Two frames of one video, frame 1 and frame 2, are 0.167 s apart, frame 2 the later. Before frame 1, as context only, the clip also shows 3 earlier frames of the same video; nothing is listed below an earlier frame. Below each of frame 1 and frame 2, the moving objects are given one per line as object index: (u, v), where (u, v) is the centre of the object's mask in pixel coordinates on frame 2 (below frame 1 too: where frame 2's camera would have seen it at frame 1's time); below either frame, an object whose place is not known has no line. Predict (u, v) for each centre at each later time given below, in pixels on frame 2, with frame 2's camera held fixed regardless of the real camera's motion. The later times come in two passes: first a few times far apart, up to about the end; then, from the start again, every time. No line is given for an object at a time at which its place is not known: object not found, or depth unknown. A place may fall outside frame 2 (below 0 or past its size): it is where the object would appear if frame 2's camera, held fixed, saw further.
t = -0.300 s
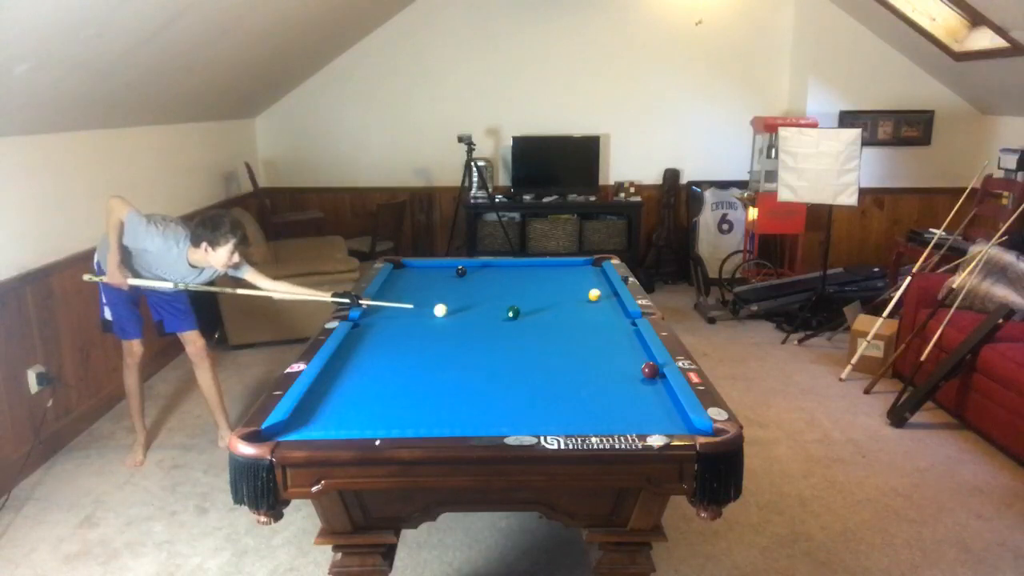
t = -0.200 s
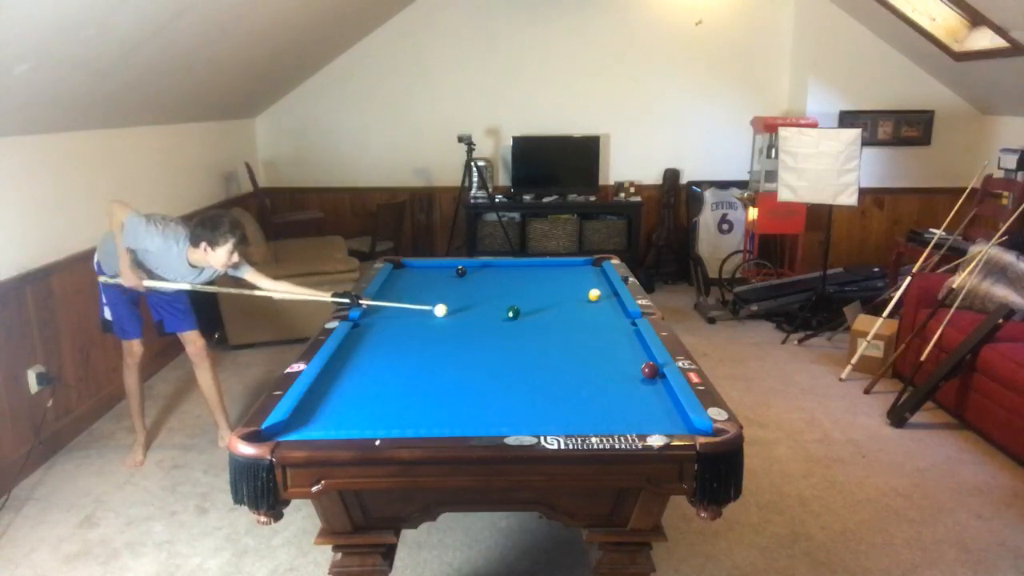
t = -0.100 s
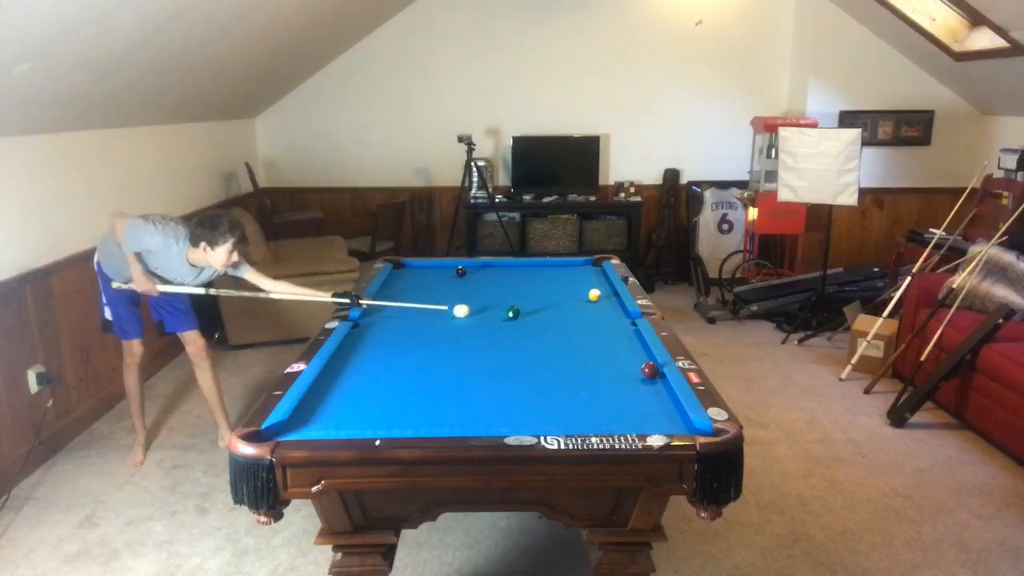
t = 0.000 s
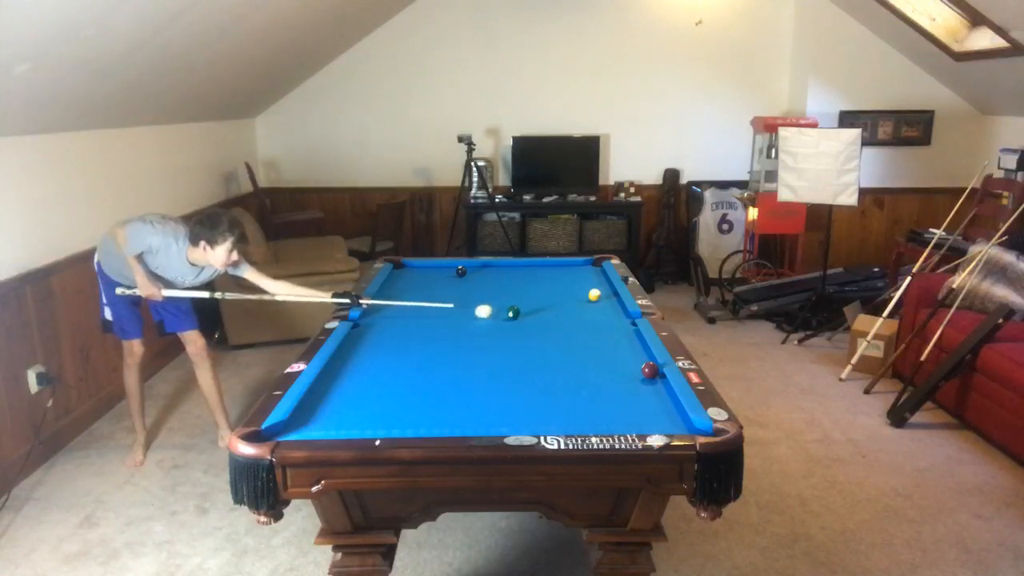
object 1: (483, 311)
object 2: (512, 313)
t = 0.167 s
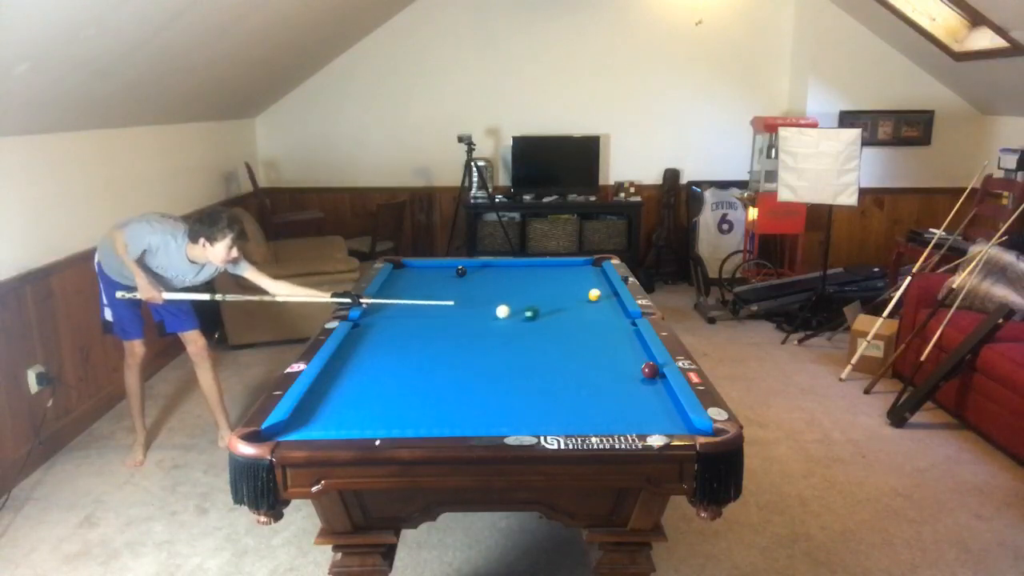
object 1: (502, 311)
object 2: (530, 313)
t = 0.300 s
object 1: (509, 311)
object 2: (550, 314)
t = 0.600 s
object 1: (524, 311)
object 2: (593, 315)
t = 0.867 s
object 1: (536, 311)
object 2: (633, 314)
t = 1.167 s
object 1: (547, 311)
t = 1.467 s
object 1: (556, 311)
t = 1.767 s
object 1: (564, 311)
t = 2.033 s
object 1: (569, 311)
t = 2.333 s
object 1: (573, 311)
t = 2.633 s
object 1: (575, 311)
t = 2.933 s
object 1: (576, 312)
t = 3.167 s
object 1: (576, 312)
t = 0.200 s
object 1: (504, 311)
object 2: (535, 313)
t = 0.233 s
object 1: (506, 311)
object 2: (540, 313)
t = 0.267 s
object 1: (508, 311)
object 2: (546, 314)
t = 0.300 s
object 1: (509, 311)
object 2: (550, 314)
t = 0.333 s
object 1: (511, 311)
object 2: (556, 314)
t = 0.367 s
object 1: (513, 311)
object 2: (560, 314)
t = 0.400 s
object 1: (515, 311)
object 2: (564, 315)
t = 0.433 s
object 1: (516, 311)
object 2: (569, 315)
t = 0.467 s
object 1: (518, 311)
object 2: (573, 315)
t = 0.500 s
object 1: (519, 311)
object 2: (578, 315)
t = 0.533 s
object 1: (521, 311)
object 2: (583, 315)
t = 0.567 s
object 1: (522, 311)
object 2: (588, 314)
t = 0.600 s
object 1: (524, 311)
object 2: (593, 315)
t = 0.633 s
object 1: (526, 311)
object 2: (597, 316)
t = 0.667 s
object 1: (527, 311)
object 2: (602, 316)
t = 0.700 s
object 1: (529, 311)
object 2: (606, 316)
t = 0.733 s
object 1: (530, 311)
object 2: (610, 316)
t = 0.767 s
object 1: (531, 311)
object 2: (615, 317)
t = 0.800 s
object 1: (533, 311)
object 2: (620, 316)
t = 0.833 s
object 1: (534, 311)
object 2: (627, 315)
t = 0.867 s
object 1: (536, 311)
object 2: (633, 314)
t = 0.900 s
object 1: (537, 311)
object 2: (635, 317)
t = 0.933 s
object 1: (538, 312)
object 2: (638, 317)
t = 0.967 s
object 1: (539, 311)
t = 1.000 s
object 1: (541, 311)
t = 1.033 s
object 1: (542, 311)
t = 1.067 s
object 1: (543, 311)
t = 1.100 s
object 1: (544, 311)
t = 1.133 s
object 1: (545, 311)
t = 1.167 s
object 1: (547, 311)
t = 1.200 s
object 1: (548, 311)
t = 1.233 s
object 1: (549, 311)
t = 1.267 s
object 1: (550, 311)
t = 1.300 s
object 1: (551, 311)
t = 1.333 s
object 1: (552, 311)
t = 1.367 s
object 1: (553, 311)
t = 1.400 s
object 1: (554, 311)
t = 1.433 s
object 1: (555, 311)
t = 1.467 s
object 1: (556, 311)
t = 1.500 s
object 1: (557, 311)
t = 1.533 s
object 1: (558, 311)
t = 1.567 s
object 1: (559, 311)
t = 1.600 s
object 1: (560, 311)
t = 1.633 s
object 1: (560, 311)
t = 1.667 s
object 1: (561, 311)
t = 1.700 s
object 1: (562, 311)
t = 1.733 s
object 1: (563, 311)
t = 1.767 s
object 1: (564, 311)
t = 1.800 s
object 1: (564, 311)
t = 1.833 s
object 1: (565, 311)
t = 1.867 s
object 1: (566, 311)
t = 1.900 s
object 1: (566, 311)
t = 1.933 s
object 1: (567, 311)
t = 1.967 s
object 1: (567, 311)
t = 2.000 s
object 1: (568, 311)
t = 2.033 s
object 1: (569, 311)
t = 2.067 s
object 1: (569, 312)
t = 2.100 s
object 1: (570, 311)
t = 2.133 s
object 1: (570, 311)
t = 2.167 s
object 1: (571, 311)
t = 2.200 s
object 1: (571, 311)
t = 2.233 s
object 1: (571, 311)
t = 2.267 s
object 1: (572, 311)
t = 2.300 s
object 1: (572, 311)
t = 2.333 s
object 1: (573, 311)
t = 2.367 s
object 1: (573, 311)
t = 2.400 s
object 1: (573, 312)
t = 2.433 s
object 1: (574, 311)
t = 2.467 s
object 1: (574, 311)
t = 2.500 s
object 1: (574, 311)
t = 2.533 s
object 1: (574, 311)
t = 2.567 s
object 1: (575, 311)
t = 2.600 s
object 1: (575, 311)
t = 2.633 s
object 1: (575, 311)
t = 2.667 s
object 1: (575, 312)
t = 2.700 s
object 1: (575, 312)
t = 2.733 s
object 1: (575, 312)
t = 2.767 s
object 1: (575, 312)
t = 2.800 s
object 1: (575, 311)
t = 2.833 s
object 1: (576, 312)
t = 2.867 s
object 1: (576, 312)
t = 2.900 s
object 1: (576, 312)
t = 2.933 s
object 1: (576, 312)
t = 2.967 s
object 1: (576, 312)
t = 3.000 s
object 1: (576, 312)
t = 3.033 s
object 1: (576, 312)
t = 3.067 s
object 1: (576, 312)
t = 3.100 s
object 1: (576, 312)
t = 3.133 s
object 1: (576, 312)
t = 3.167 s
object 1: (576, 312)
